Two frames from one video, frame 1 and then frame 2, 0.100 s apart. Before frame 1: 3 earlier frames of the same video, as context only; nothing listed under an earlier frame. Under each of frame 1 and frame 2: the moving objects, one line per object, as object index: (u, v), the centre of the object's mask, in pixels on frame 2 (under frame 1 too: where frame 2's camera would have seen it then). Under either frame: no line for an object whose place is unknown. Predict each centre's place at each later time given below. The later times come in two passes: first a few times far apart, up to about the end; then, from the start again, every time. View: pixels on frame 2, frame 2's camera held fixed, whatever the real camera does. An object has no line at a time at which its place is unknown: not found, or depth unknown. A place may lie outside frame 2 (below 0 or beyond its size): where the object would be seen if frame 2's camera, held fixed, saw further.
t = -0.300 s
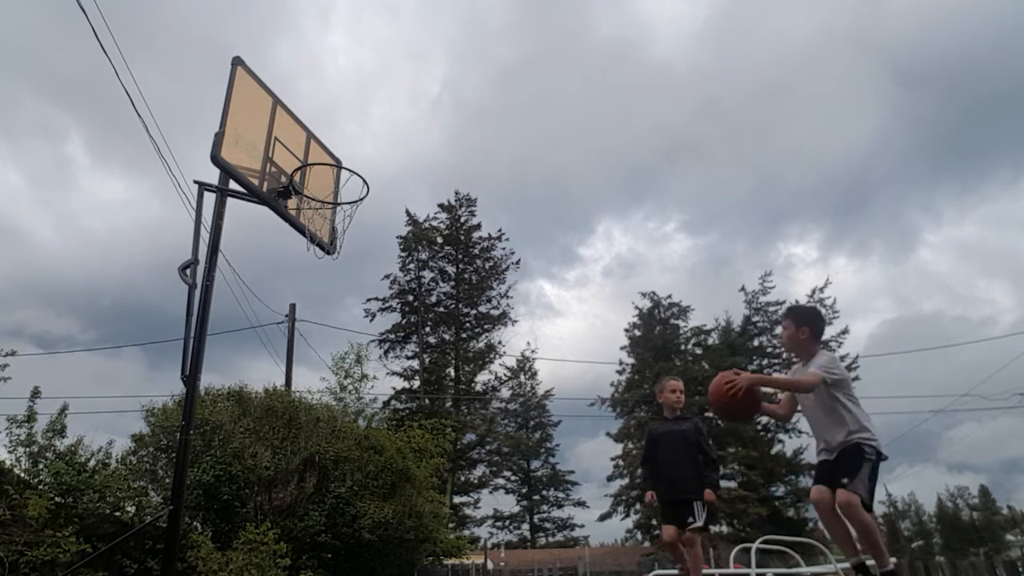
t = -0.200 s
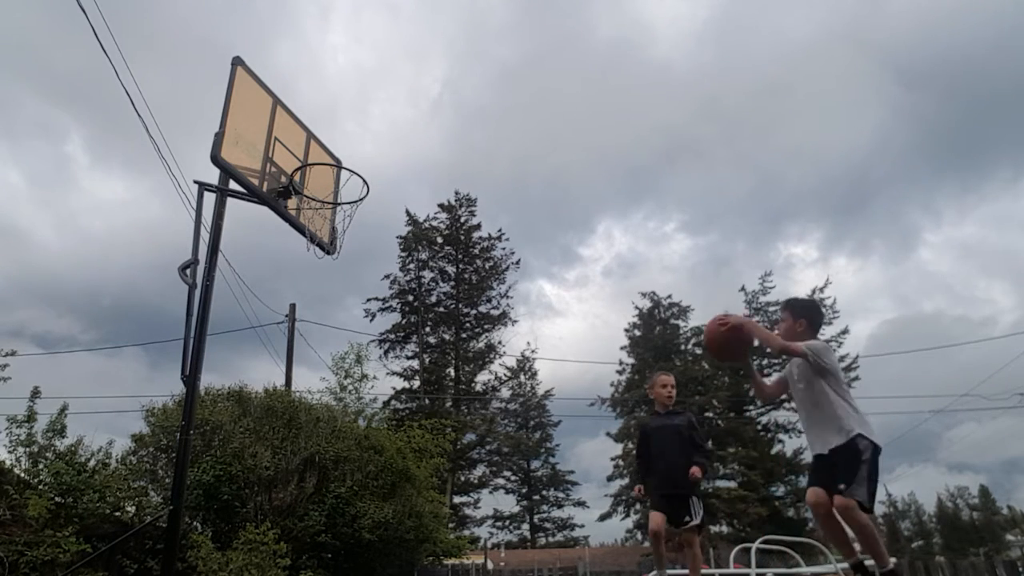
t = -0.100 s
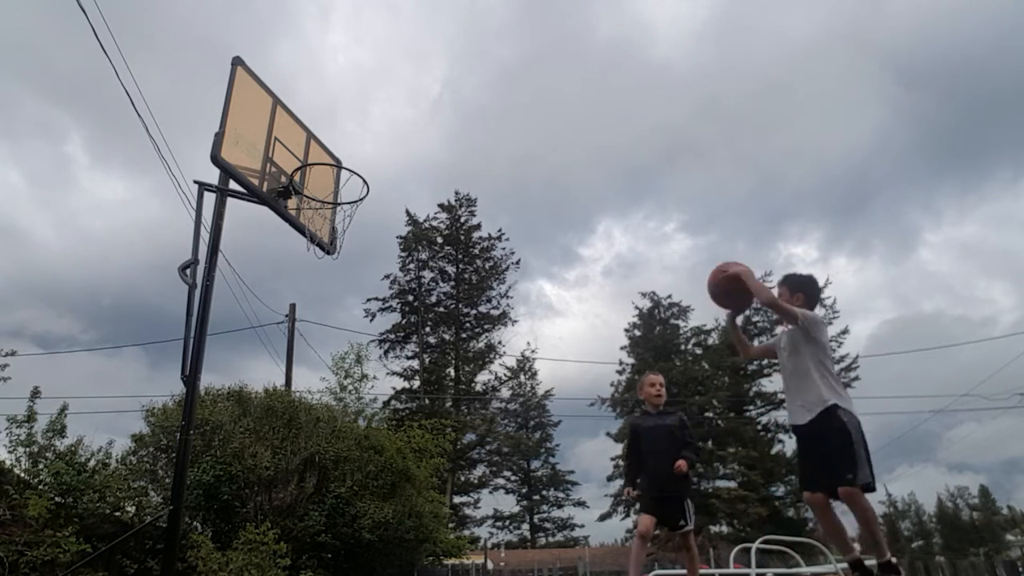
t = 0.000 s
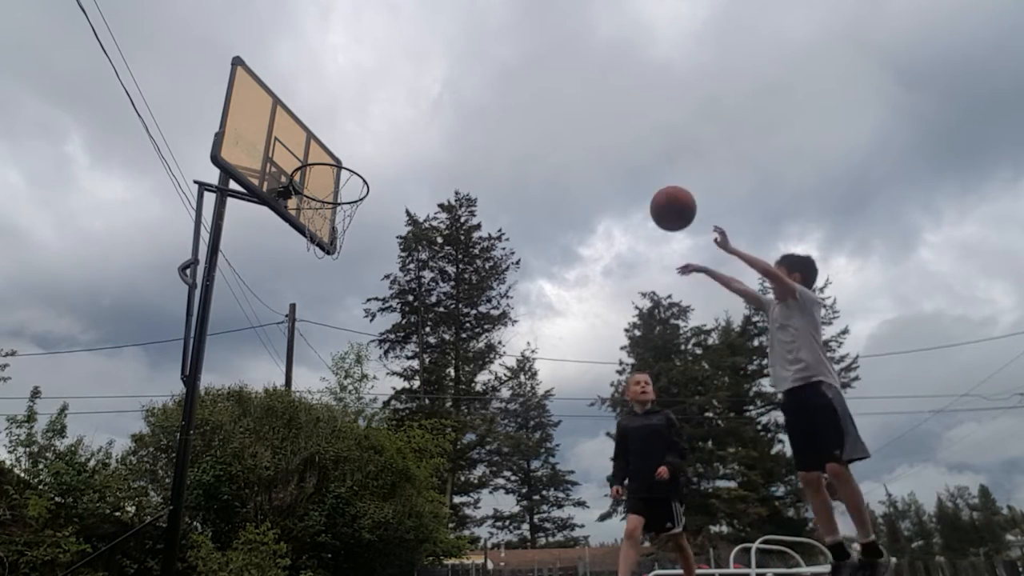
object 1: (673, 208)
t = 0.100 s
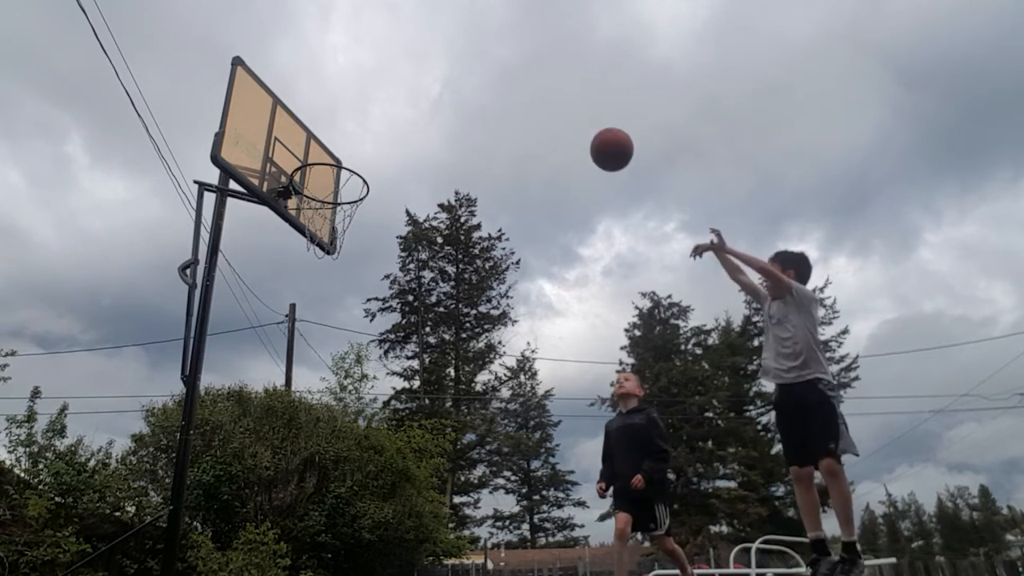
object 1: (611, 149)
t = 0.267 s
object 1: (523, 93)
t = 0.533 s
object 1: (401, 90)
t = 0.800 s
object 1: (281, 148)
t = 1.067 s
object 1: (140, 234)
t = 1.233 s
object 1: (22, 373)
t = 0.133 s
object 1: (593, 134)
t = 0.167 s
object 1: (574, 121)
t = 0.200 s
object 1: (557, 110)
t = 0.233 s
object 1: (540, 101)
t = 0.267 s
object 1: (523, 93)
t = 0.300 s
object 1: (507, 88)
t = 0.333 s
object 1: (491, 84)
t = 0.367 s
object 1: (476, 81)
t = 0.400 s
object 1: (460, 80)
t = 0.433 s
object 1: (445, 80)
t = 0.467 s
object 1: (430, 82)
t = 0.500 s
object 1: (416, 85)
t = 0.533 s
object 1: (401, 90)
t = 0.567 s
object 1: (386, 96)
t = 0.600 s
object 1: (371, 104)
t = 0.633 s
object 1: (356, 113)
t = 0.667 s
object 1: (340, 124)
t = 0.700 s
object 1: (325, 137)
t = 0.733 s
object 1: (310, 145)
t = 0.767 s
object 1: (296, 146)
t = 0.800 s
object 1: (281, 148)
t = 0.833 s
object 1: (266, 152)
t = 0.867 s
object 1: (250, 157)
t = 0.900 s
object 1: (234, 165)
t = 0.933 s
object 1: (217, 175)
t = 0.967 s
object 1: (198, 185)
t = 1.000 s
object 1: (181, 199)
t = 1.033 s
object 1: (161, 215)
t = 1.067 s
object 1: (140, 234)
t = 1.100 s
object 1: (118, 255)
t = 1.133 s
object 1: (95, 279)
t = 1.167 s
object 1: (70, 307)
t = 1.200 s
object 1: (43, 338)
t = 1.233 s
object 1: (22, 373)
